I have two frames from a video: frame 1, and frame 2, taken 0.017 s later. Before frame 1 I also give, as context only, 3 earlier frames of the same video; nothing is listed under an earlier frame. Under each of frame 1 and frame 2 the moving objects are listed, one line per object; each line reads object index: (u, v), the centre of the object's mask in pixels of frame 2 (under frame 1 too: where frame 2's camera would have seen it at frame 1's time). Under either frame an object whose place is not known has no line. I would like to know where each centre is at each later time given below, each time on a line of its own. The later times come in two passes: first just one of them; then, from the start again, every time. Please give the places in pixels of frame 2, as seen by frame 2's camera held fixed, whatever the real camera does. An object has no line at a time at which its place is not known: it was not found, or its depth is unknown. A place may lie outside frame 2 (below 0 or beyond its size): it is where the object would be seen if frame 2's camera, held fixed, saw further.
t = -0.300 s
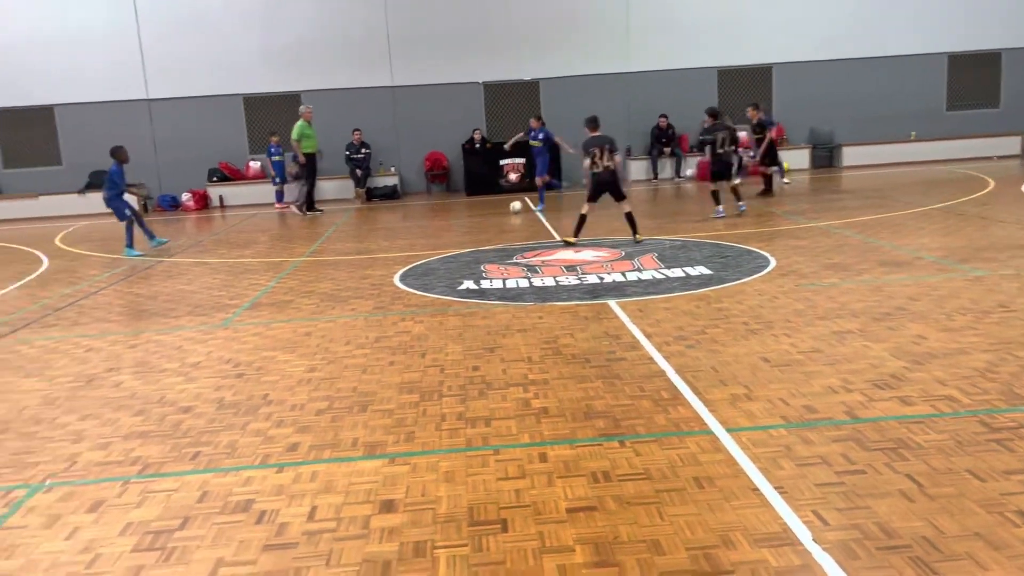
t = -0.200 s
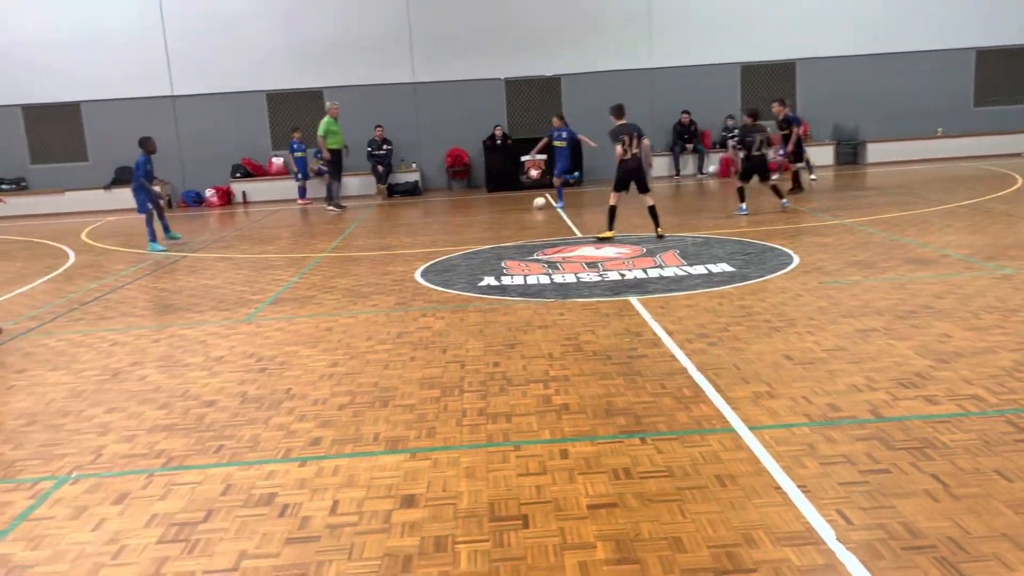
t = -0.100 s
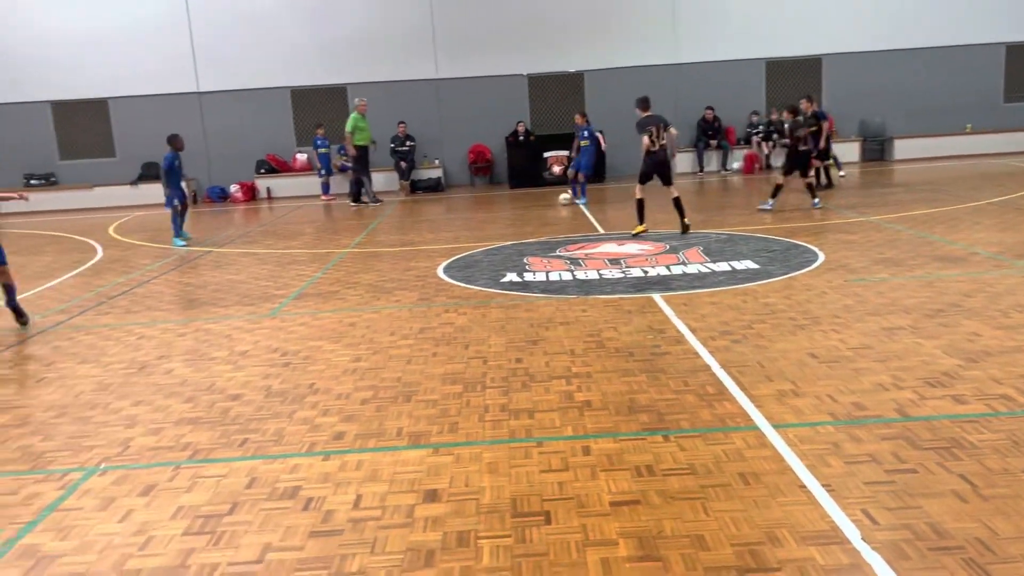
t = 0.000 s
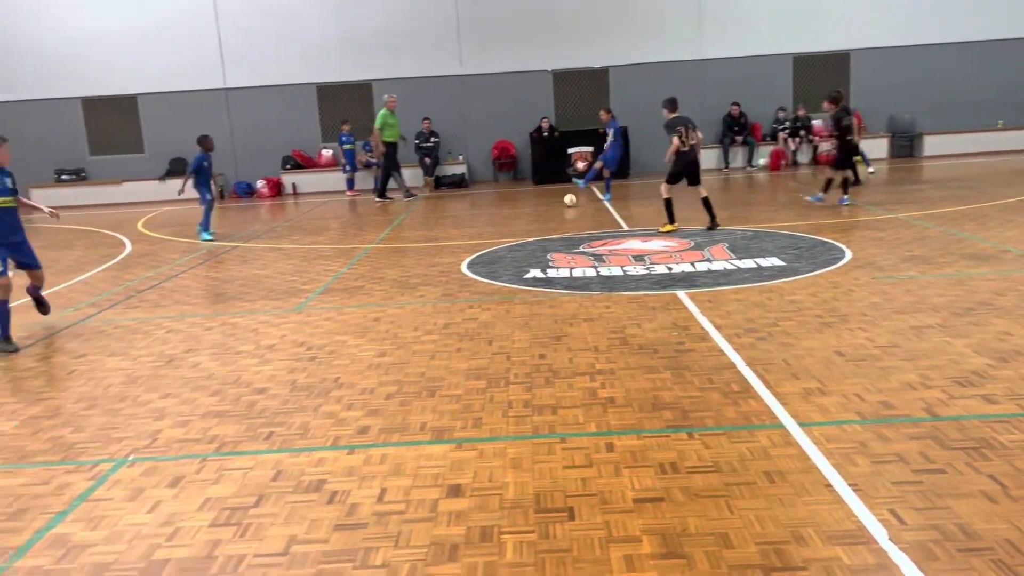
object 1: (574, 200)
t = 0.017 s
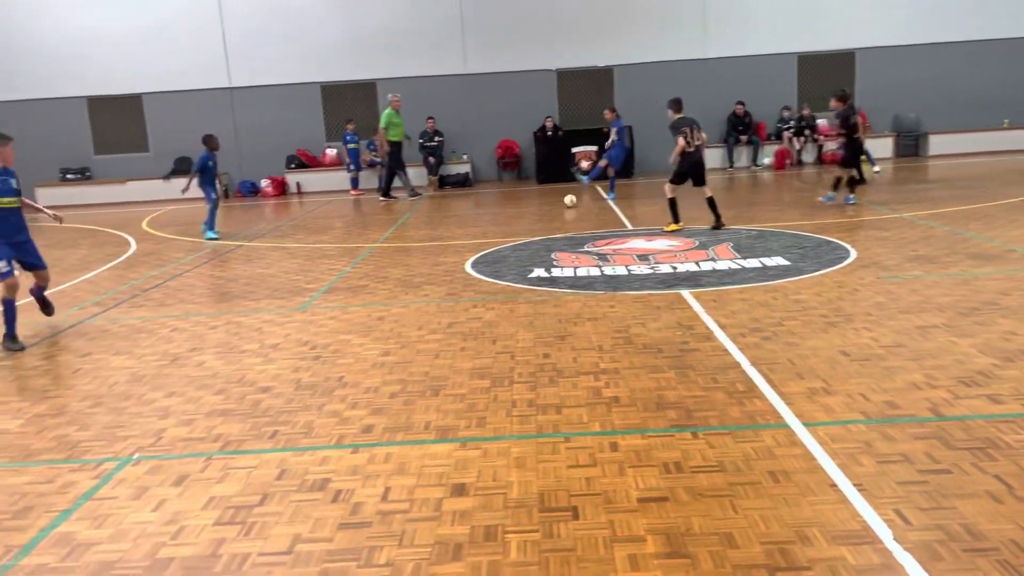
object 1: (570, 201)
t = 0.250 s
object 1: (515, 219)
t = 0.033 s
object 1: (566, 202)
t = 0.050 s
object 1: (562, 203)
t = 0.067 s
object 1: (558, 205)
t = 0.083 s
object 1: (555, 206)
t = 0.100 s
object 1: (551, 208)
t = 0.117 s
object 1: (547, 209)
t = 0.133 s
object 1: (544, 210)
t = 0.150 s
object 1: (540, 211)
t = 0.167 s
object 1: (536, 213)
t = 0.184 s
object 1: (532, 214)
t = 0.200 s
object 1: (528, 215)
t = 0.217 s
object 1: (523, 217)
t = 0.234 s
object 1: (520, 218)
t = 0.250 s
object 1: (515, 219)
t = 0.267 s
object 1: (511, 221)
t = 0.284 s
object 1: (507, 222)
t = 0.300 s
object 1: (503, 223)
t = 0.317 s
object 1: (498, 224)
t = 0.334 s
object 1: (494, 226)
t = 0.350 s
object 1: (490, 227)
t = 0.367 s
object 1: (485, 229)
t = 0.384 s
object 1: (480, 230)
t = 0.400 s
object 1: (476, 231)
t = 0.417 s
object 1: (472, 233)
